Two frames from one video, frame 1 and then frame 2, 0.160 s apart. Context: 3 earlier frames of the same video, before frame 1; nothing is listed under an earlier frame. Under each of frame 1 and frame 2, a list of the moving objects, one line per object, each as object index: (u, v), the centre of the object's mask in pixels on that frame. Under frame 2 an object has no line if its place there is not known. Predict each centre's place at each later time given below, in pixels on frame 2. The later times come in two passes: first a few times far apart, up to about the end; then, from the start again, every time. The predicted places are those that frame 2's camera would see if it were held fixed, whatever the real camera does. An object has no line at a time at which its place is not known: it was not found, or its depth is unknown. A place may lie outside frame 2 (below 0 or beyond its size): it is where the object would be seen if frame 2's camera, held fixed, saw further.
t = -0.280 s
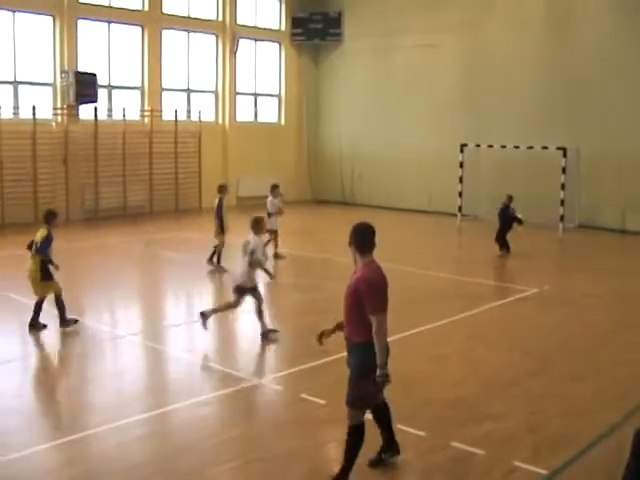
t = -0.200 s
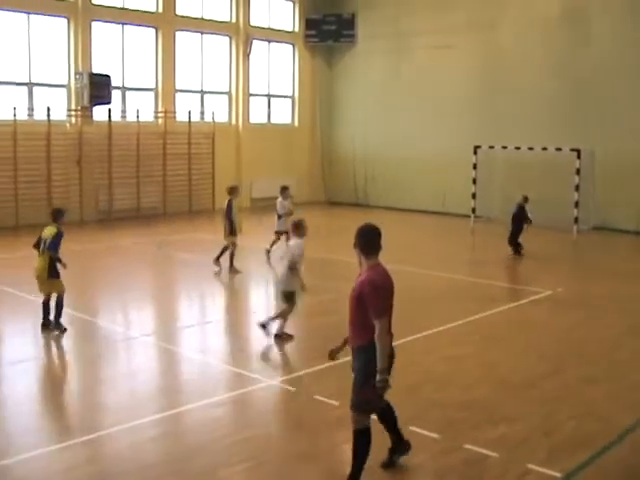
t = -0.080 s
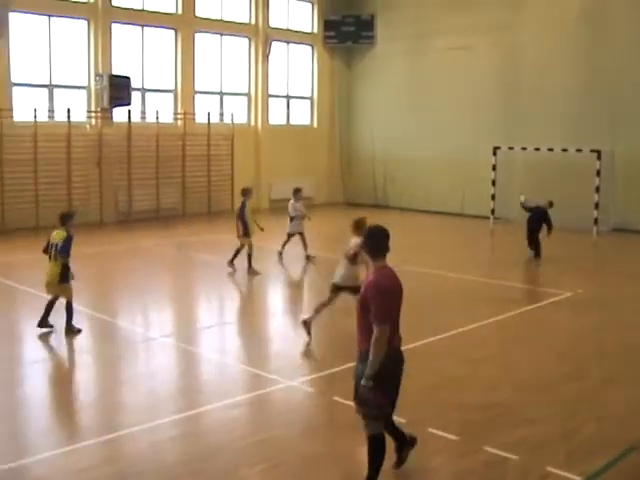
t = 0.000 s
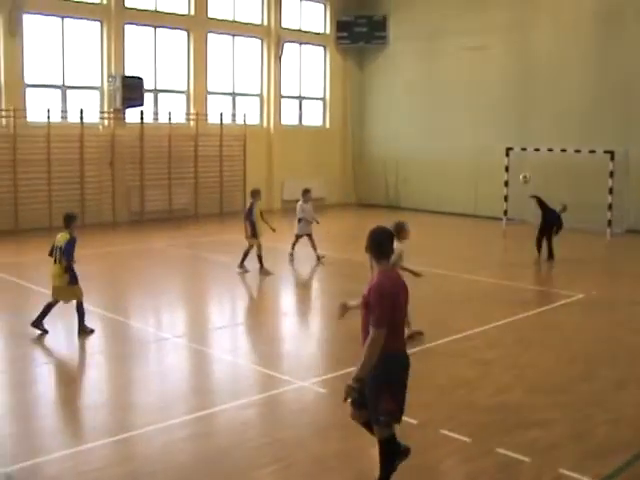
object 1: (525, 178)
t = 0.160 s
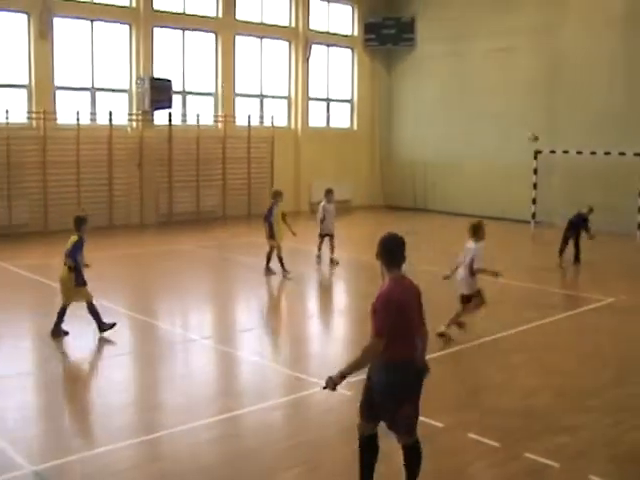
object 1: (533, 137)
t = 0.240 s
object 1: (521, 115)
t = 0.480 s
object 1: (480, 72)
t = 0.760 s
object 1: (410, 58)
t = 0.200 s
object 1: (529, 126)
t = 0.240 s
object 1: (521, 115)
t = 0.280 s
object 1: (517, 108)
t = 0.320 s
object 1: (510, 100)
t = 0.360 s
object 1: (503, 91)
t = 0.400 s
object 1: (497, 84)
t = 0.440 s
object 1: (487, 78)
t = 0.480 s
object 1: (480, 72)
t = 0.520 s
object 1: (472, 68)
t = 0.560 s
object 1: (463, 63)
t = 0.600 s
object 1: (454, 61)
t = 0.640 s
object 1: (444, 58)
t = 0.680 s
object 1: (434, 57)
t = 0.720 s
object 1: (422, 58)
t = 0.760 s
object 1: (410, 58)
